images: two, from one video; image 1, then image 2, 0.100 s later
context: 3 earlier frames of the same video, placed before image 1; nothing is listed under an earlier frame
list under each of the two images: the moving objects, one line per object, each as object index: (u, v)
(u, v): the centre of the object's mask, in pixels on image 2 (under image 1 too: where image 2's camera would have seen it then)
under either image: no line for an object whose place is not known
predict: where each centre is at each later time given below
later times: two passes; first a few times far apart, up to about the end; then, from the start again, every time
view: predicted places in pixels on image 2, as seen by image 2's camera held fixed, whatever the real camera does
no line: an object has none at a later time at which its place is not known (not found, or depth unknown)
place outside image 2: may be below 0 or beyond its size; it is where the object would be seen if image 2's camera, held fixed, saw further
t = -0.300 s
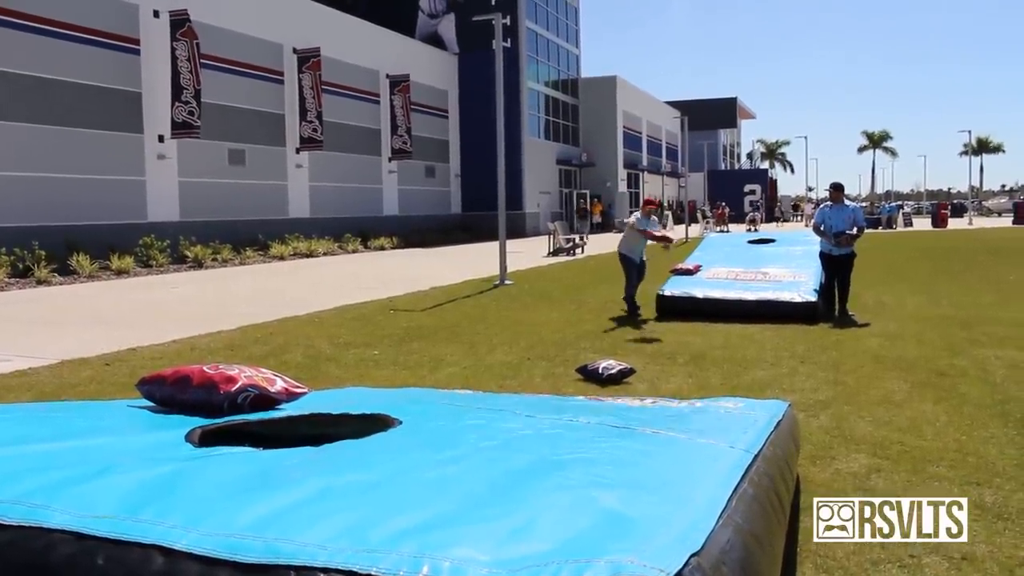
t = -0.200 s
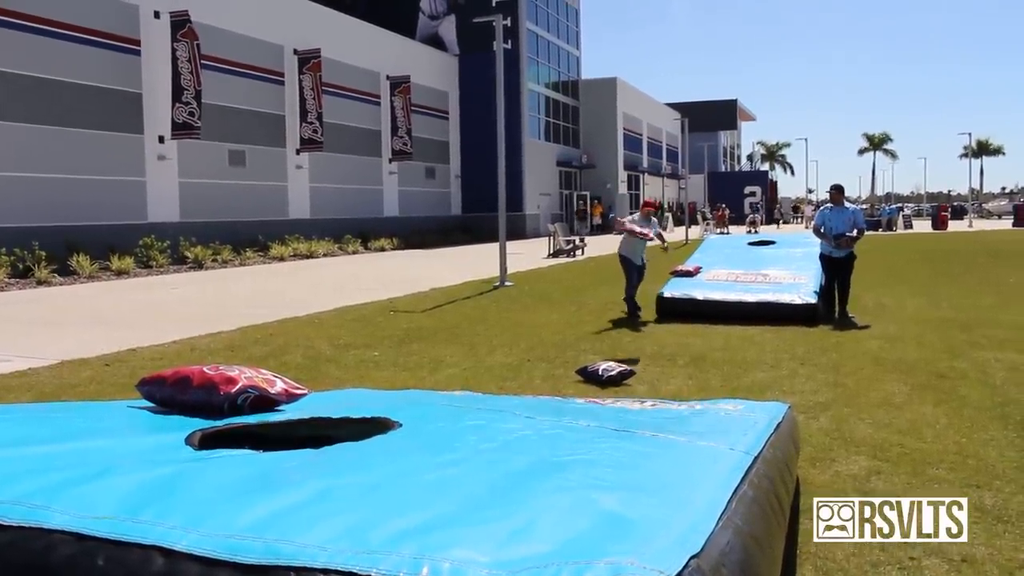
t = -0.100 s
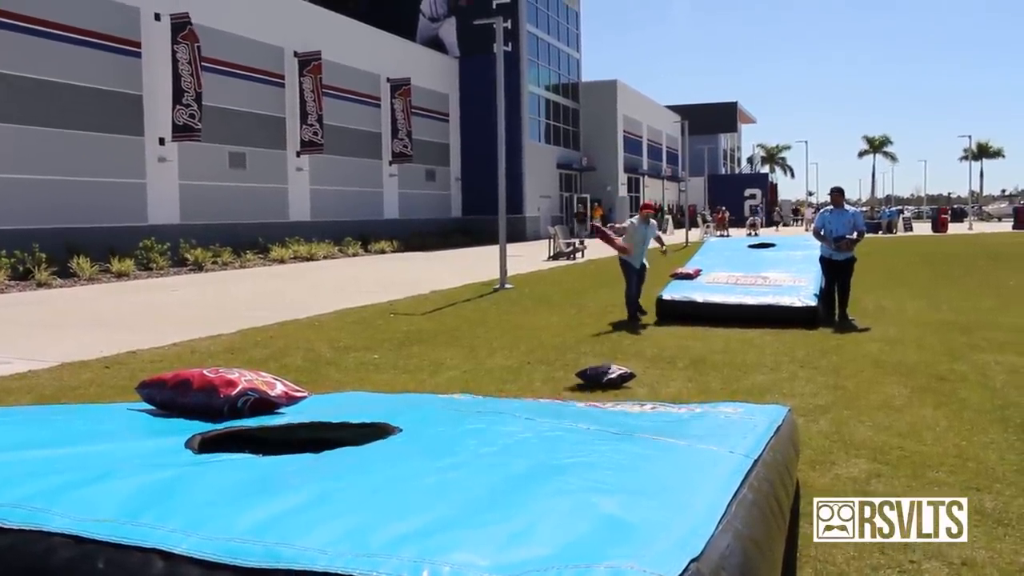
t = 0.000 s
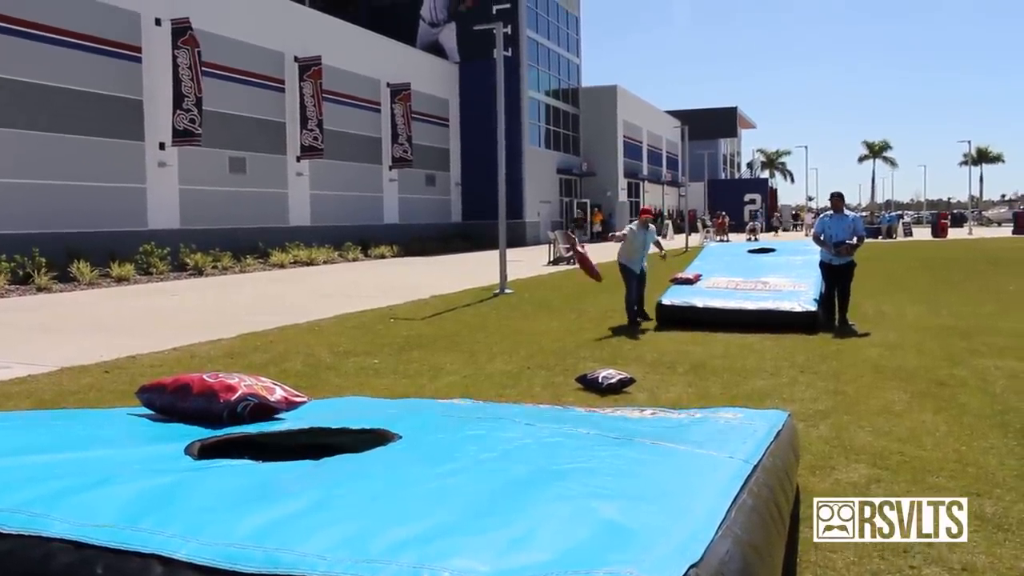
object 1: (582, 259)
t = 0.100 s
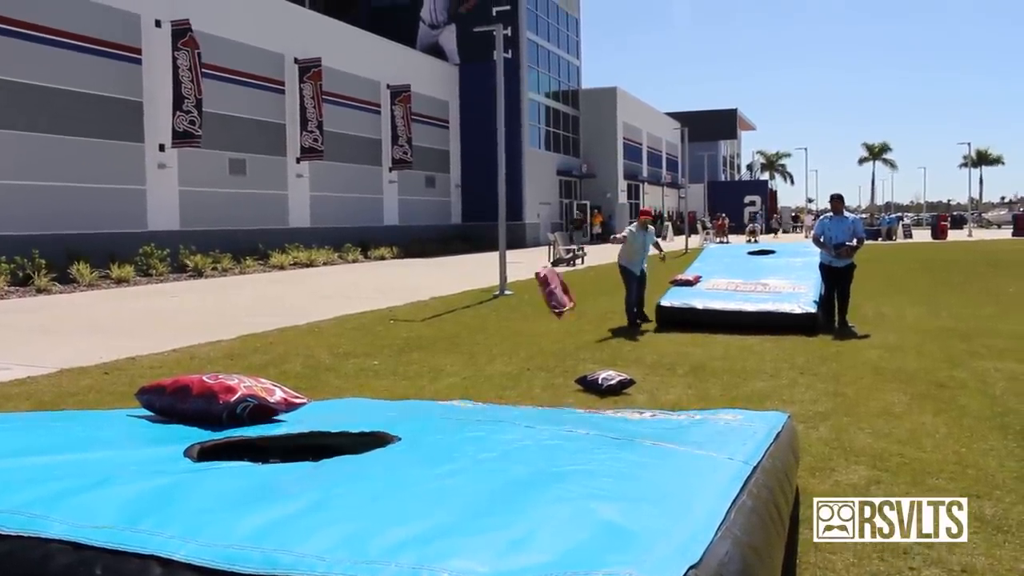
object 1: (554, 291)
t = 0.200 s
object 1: (517, 341)
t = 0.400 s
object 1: (472, 361)
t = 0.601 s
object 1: (441, 355)
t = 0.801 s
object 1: (405, 387)
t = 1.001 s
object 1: (355, 394)
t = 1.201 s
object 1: (350, 405)
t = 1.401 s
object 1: (351, 405)
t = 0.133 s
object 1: (542, 306)
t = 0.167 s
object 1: (529, 322)
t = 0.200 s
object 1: (517, 341)
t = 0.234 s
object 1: (506, 367)
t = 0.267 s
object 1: (496, 384)
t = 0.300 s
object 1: (487, 388)
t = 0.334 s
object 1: (483, 379)
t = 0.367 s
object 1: (478, 370)
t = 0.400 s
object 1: (472, 361)
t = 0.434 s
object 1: (466, 354)
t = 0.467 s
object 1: (460, 349)
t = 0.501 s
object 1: (454, 346)
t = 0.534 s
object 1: (450, 347)
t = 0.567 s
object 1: (445, 350)
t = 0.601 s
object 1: (441, 355)
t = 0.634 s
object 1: (437, 366)
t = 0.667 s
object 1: (436, 376)
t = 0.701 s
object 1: (431, 381)
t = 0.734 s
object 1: (423, 382)
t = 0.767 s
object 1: (413, 383)
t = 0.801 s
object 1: (405, 387)
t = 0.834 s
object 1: (395, 387)
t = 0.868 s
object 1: (384, 387)
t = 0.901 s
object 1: (373, 389)
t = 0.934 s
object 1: (365, 391)
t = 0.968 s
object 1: (359, 393)
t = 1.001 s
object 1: (355, 394)
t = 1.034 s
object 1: (352, 399)
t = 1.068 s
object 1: (351, 404)
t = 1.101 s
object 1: (350, 406)
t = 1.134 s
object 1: (349, 405)
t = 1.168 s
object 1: (349, 404)
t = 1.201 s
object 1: (350, 405)
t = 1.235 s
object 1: (351, 405)
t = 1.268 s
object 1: (351, 405)
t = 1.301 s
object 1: (351, 405)
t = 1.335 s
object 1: (351, 405)
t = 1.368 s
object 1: (351, 405)
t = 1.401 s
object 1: (351, 405)
